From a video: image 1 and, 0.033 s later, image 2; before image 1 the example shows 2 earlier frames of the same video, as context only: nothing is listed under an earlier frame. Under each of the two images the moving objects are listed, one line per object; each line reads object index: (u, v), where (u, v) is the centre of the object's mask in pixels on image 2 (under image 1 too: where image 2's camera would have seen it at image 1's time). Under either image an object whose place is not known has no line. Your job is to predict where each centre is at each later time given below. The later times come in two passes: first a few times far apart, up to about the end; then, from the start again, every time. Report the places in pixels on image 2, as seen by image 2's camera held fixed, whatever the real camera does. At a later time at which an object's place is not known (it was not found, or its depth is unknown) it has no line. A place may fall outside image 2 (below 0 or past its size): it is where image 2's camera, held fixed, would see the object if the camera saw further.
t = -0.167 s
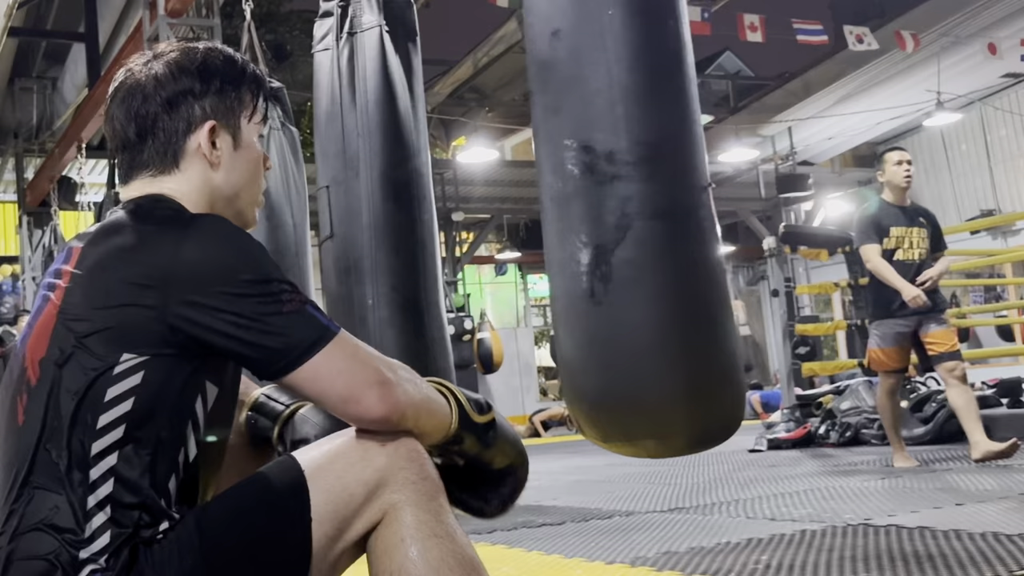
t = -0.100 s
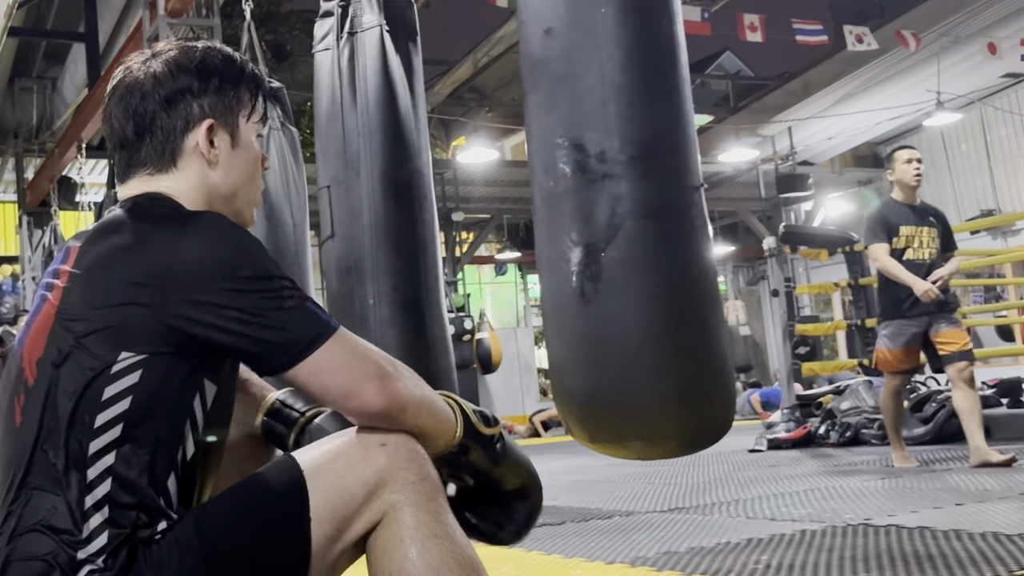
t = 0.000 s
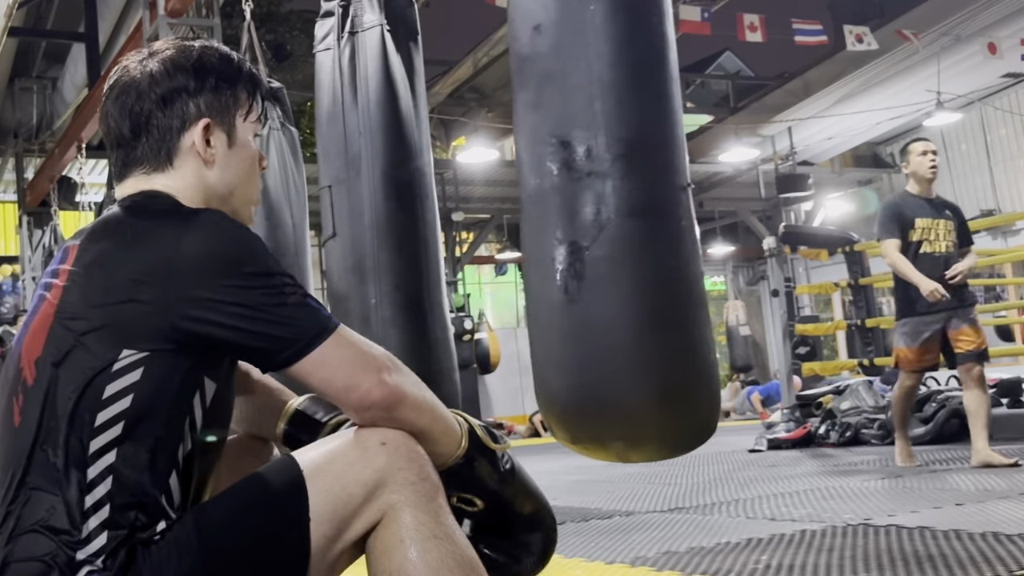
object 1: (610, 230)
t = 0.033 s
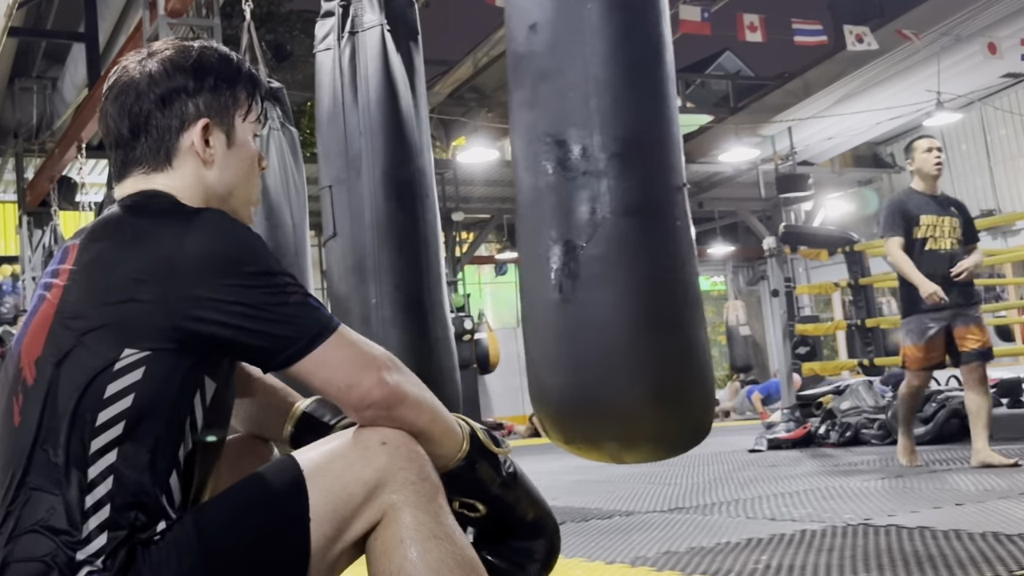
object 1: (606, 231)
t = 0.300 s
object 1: (570, 232)
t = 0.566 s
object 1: (544, 230)
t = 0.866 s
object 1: (542, 230)
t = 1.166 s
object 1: (568, 232)
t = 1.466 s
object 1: (607, 230)
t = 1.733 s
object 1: (638, 225)
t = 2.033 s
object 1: (656, 222)
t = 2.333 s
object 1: (651, 223)
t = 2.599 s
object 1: (628, 227)
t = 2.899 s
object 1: (590, 232)
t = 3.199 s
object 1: (556, 231)
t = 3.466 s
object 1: (543, 229)
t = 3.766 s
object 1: (554, 230)
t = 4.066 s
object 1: (587, 231)
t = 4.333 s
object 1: (620, 227)
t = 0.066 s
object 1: (601, 232)
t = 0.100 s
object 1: (596, 232)
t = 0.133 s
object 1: (592, 232)
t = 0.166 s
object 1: (587, 232)
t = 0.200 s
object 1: (582, 232)
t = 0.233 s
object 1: (578, 233)
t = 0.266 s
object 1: (574, 233)
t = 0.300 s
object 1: (570, 232)
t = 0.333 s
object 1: (565, 232)
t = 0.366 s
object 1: (562, 232)
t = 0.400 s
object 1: (558, 231)
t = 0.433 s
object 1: (555, 231)
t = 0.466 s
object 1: (552, 231)
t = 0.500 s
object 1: (548, 230)
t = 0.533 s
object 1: (546, 231)
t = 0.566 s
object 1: (544, 230)
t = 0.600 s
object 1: (542, 230)
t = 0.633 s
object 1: (541, 230)
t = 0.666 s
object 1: (540, 230)
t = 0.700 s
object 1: (539, 230)
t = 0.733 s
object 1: (539, 229)
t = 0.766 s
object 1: (539, 229)
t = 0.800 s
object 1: (539, 229)
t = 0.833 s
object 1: (540, 229)
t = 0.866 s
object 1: (542, 230)
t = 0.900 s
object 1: (543, 230)
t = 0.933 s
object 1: (545, 230)
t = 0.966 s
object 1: (547, 230)
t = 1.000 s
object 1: (550, 230)
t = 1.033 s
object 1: (553, 231)
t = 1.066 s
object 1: (557, 231)
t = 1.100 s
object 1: (560, 231)
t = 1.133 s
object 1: (564, 232)
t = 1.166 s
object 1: (568, 232)
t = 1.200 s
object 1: (572, 232)
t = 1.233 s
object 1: (576, 232)
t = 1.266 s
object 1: (580, 232)
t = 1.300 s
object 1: (584, 231)
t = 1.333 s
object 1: (589, 231)
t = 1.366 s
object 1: (594, 231)
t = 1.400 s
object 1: (598, 231)
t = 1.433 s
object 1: (603, 231)
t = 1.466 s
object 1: (607, 230)
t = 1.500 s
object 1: (611, 229)
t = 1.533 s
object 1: (616, 229)
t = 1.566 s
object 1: (620, 228)
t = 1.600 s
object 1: (624, 227)
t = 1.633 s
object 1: (627, 226)
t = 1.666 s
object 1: (631, 226)
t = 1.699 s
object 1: (634, 225)
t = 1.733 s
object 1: (638, 225)
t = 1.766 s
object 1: (641, 224)
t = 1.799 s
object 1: (644, 224)
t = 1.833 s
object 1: (646, 224)
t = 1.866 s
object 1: (648, 223)
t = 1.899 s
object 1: (651, 223)
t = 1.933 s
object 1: (652, 223)
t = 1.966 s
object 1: (654, 222)
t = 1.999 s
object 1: (655, 222)
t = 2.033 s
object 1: (656, 222)
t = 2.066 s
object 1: (656, 221)
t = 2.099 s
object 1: (657, 221)
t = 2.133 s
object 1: (657, 221)
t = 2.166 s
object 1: (657, 221)
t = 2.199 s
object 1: (656, 221)
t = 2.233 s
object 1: (655, 222)
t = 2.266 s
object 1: (654, 222)
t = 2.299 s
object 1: (653, 222)
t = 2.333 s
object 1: (651, 223)
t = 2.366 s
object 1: (649, 223)
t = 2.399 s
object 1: (647, 224)
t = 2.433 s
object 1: (644, 224)
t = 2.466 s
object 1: (641, 225)
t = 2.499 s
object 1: (638, 225)
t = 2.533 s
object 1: (635, 226)
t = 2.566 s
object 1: (632, 226)
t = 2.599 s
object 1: (628, 227)
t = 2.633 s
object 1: (624, 227)
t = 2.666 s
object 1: (621, 228)
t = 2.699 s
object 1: (617, 229)
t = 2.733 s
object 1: (612, 230)
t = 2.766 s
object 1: (608, 230)
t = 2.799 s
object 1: (604, 231)
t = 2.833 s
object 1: (599, 231)
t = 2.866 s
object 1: (595, 231)
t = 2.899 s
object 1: (590, 232)
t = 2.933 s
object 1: (586, 232)
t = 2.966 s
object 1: (582, 232)
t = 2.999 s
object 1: (578, 232)
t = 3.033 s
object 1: (574, 232)
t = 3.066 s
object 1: (570, 232)
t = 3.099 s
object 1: (566, 232)
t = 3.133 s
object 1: (562, 232)
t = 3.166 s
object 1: (559, 231)
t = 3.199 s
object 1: (556, 231)
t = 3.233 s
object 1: (553, 230)
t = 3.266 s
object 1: (551, 230)
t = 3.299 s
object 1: (548, 230)
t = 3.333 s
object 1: (546, 229)
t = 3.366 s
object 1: (545, 229)
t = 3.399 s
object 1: (544, 229)
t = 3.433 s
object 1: (543, 229)
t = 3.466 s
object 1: (543, 229)
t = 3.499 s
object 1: (543, 228)
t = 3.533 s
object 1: (543, 228)
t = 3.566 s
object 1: (543, 228)
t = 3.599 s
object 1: (544, 229)
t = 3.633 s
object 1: (545, 229)
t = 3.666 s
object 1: (547, 229)
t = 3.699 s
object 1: (549, 229)
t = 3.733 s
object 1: (551, 230)
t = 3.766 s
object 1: (554, 230)
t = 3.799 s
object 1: (557, 230)
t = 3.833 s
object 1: (560, 231)
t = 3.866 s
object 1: (563, 231)
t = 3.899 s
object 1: (567, 231)
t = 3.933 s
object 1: (571, 231)
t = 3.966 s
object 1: (574, 231)
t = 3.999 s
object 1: (578, 231)
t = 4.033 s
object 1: (582, 231)
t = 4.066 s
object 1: (587, 231)
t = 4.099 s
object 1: (591, 231)
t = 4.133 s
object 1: (595, 230)
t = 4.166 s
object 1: (599, 230)
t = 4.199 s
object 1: (604, 230)
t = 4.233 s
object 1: (608, 229)
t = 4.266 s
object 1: (612, 229)
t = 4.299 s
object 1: (616, 228)
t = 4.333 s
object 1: (620, 227)
